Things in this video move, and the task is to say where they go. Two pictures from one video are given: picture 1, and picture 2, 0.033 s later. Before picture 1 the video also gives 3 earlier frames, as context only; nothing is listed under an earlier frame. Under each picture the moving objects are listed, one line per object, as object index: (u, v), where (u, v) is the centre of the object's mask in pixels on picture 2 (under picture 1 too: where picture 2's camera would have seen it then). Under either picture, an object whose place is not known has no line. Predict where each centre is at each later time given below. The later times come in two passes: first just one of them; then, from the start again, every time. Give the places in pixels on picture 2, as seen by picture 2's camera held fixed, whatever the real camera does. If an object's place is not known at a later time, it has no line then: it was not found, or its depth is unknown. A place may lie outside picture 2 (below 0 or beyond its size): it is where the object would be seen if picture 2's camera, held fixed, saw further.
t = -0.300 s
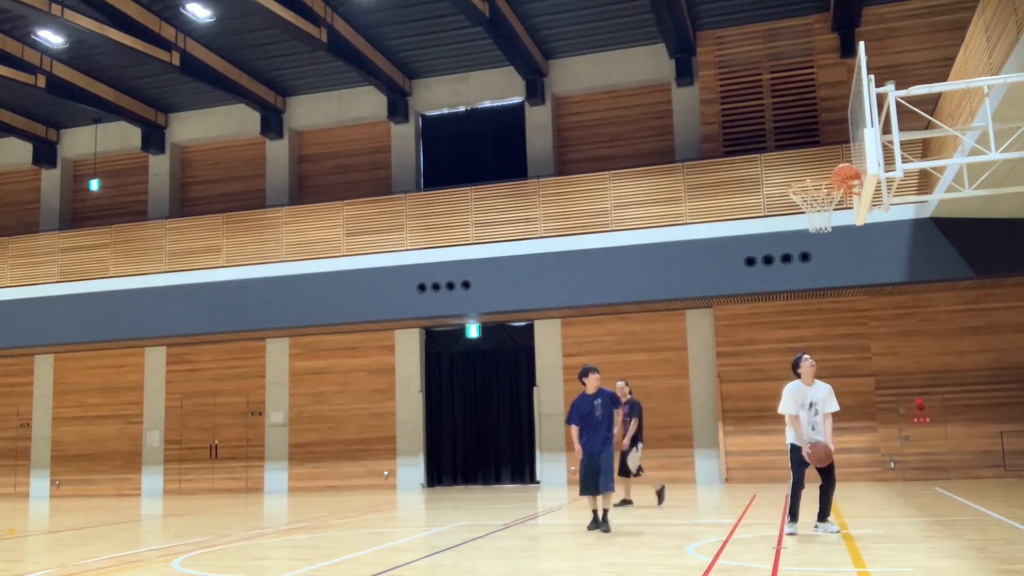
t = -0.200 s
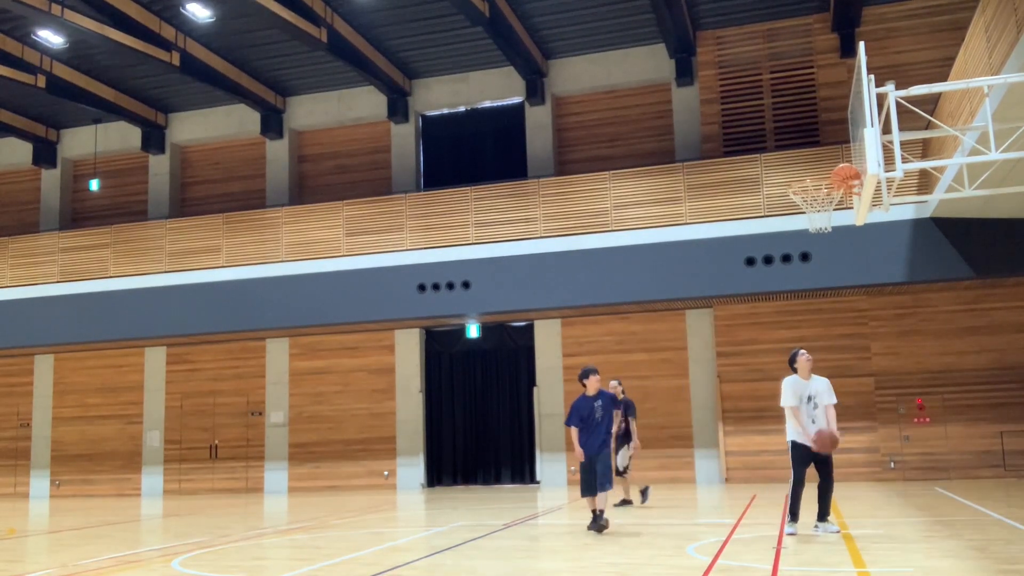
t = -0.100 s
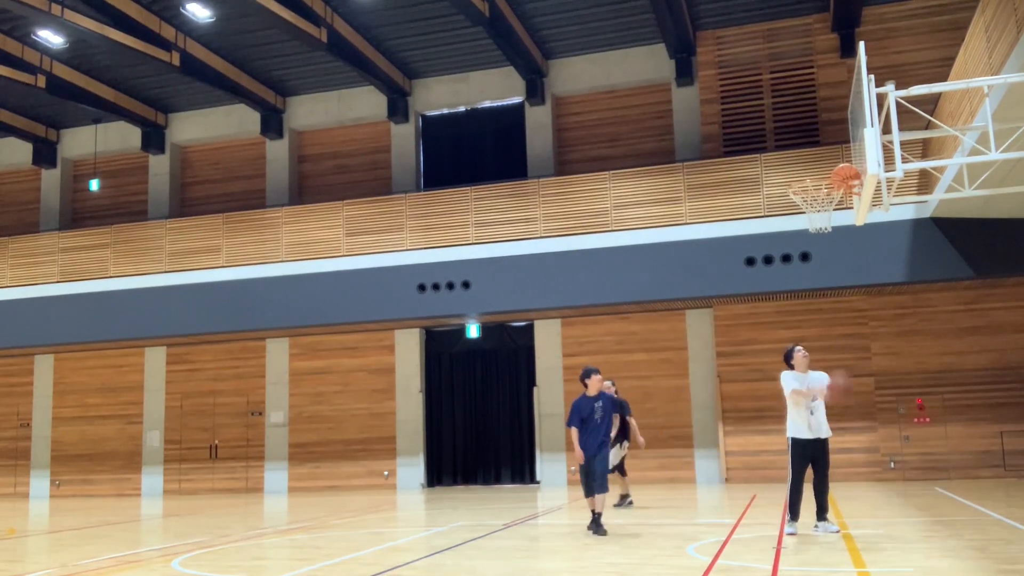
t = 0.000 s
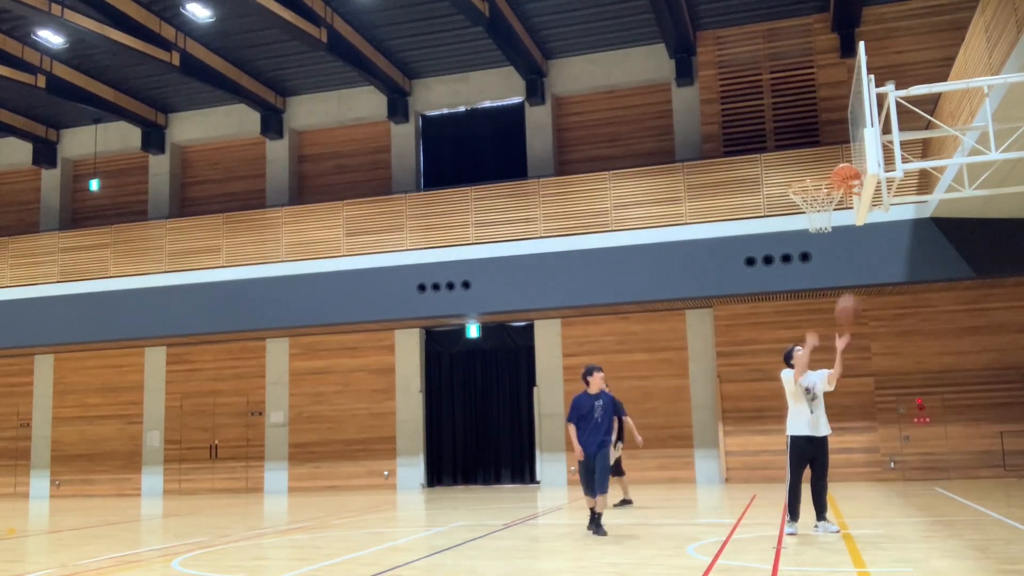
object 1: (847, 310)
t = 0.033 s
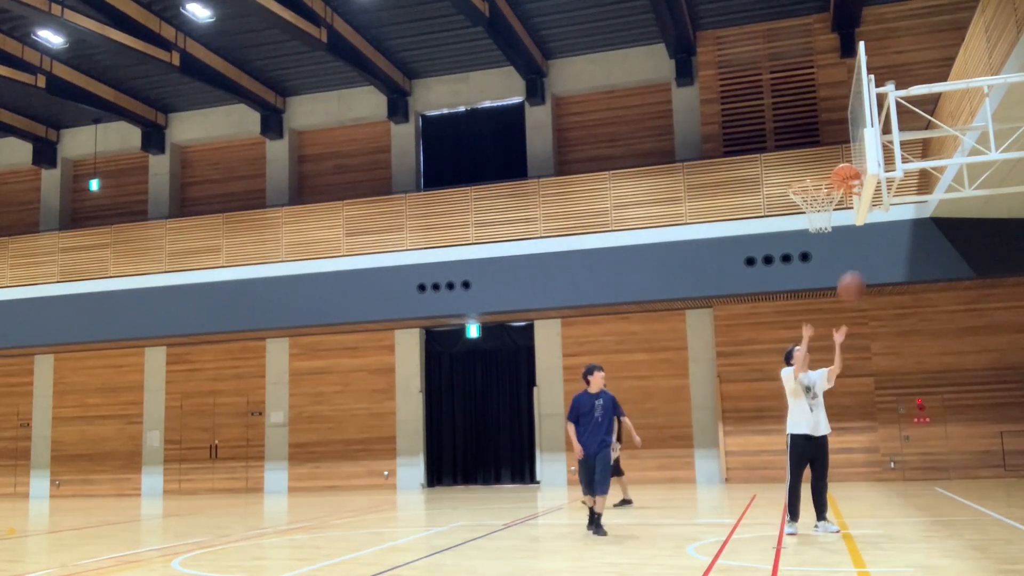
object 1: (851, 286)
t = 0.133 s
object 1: (862, 227)
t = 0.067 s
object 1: (855, 265)
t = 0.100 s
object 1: (858, 245)
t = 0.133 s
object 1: (862, 227)
